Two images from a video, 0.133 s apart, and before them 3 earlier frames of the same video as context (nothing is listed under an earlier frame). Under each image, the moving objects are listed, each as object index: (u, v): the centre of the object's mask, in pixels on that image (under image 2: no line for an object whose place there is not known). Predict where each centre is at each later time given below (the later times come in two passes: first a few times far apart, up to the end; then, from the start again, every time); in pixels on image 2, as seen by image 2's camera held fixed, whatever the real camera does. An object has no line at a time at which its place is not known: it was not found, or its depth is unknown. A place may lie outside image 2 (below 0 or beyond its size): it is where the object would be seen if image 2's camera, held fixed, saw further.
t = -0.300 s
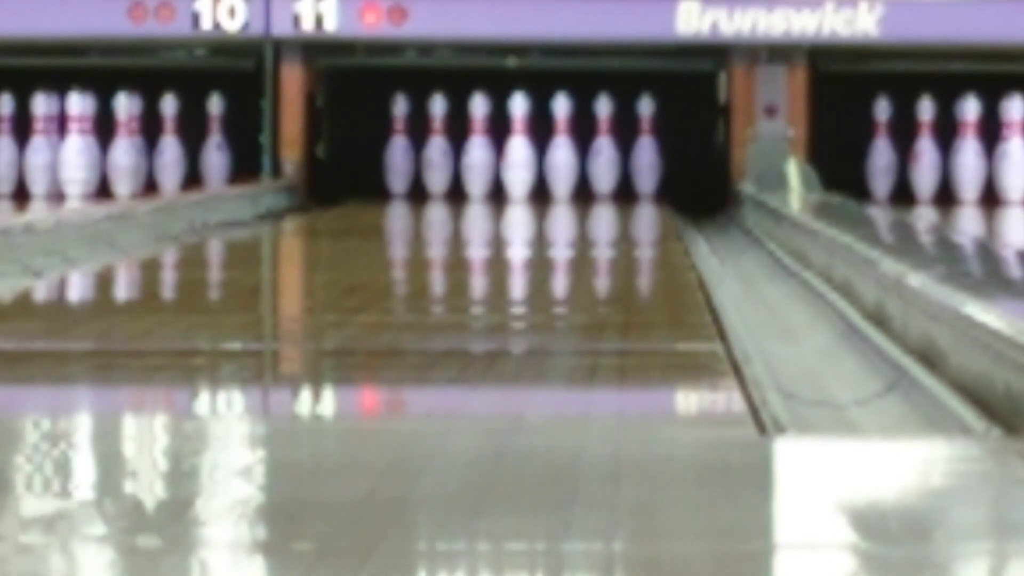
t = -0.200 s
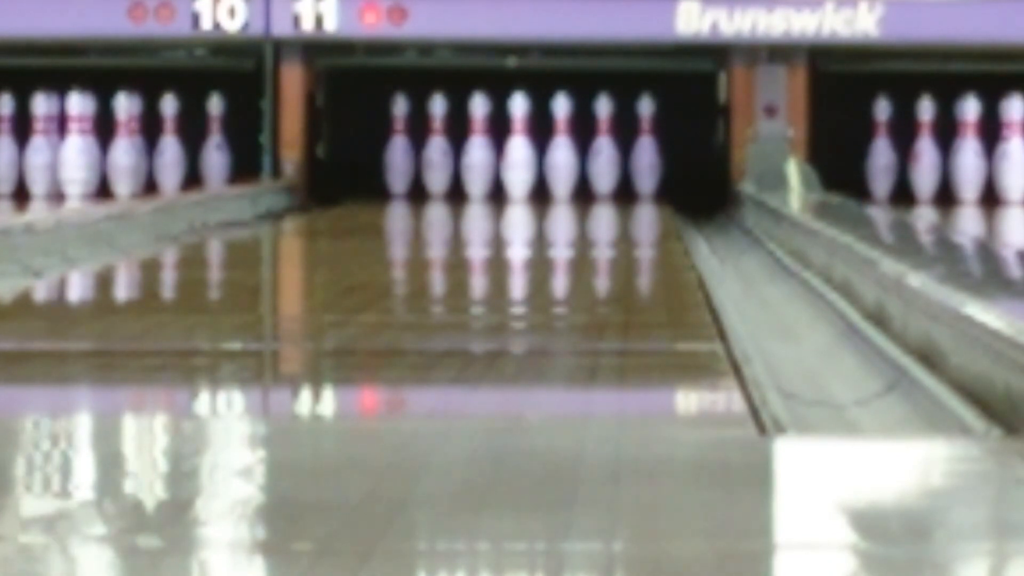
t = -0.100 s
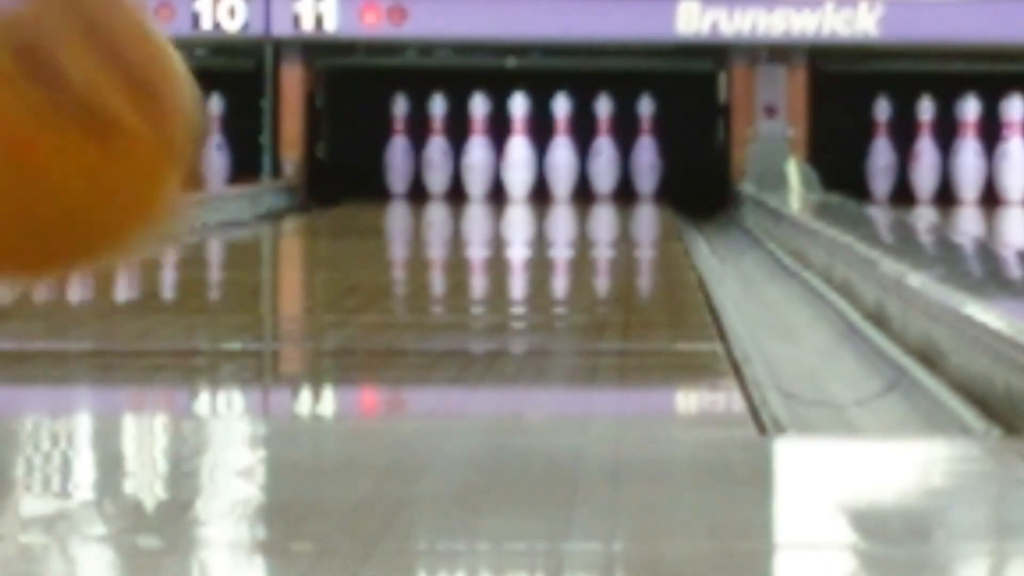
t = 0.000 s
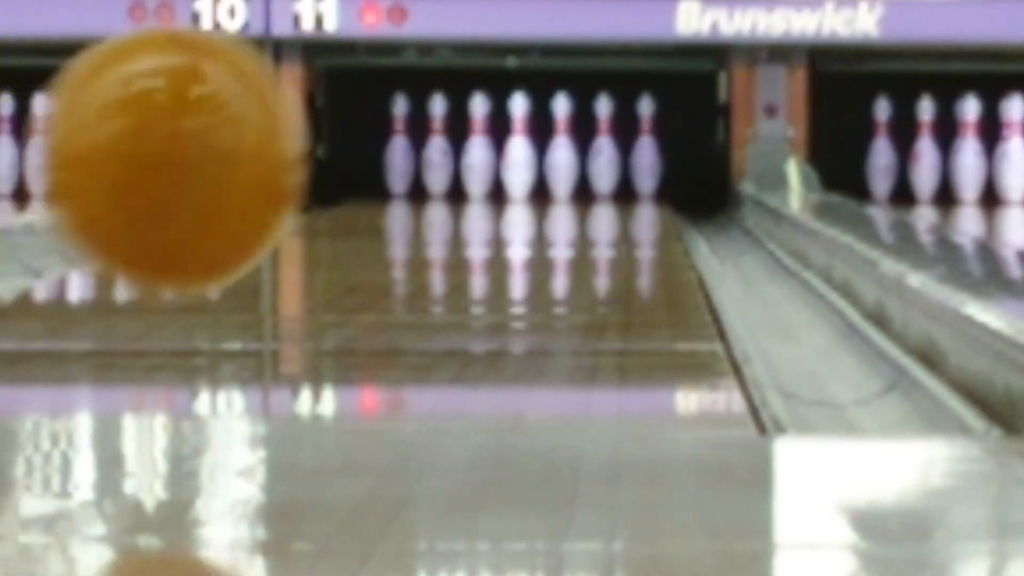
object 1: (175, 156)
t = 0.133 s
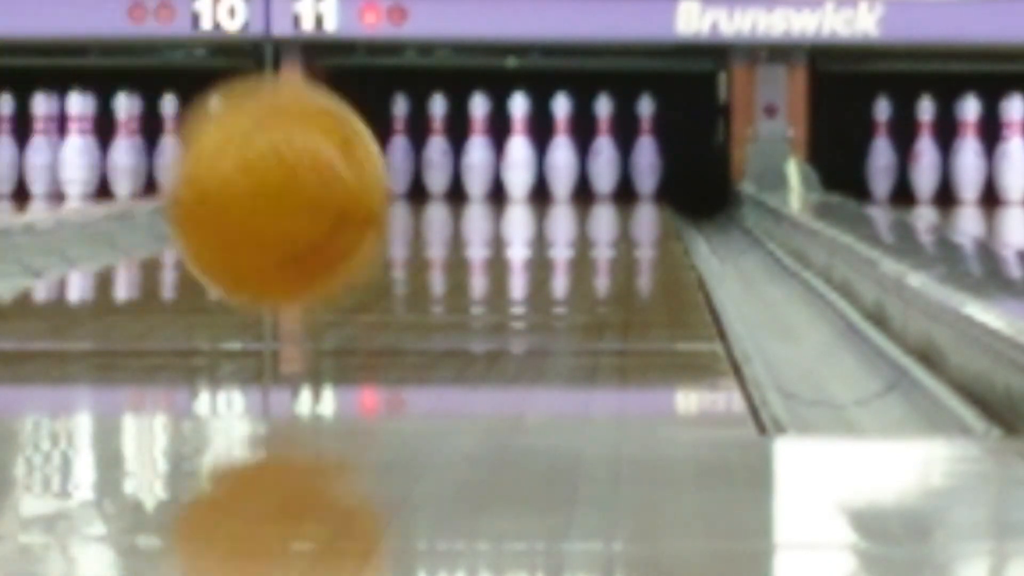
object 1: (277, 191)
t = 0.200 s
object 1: (319, 250)
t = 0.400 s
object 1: (409, 234)
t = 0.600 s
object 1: (474, 217)
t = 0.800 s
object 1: (517, 206)
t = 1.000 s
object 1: (549, 197)
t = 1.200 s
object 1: (573, 190)
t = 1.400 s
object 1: (590, 186)
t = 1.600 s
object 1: (603, 181)
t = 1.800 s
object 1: (606, 177)
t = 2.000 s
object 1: (598, 174)
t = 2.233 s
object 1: (569, 171)
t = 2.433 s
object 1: (538, 170)
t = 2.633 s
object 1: (519, 170)
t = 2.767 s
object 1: (501, 171)
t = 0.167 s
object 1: (299, 228)
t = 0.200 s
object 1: (319, 250)
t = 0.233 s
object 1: (335, 235)
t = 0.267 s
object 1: (354, 230)
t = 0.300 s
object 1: (370, 233)
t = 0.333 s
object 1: (384, 239)
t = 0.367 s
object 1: (396, 236)
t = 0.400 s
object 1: (409, 234)
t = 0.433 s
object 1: (424, 229)
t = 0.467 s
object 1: (434, 228)
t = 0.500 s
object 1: (445, 225)
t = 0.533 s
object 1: (456, 221)
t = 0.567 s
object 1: (466, 220)
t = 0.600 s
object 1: (474, 217)
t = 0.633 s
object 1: (482, 215)
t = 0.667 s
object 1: (490, 213)
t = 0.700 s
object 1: (497, 211)
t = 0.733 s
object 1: (504, 209)
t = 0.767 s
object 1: (511, 207)
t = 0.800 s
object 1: (517, 206)
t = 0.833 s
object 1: (524, 204)
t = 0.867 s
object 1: (530, 202)
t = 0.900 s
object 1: (536, 201)
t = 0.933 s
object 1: (541, 199)
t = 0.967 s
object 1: (545, 198)
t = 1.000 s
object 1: (549, 197)
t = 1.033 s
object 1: (554, 196)
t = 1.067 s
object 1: (558, 195)
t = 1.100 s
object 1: (563, 194)
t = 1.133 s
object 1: (566, 191)
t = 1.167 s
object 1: (570, 190)
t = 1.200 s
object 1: (573, 190)
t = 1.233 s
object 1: (576, 189)
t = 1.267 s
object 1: (579, 188)
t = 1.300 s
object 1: (582, 188)
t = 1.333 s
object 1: (585, 187)
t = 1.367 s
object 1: (587, 186)
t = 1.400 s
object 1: (590, 186)
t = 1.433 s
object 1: (592, 185)
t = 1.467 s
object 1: (595, 184)
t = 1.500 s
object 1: (597, 183)
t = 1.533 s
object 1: (598, 183)
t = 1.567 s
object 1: (600, 182)
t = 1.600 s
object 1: (603, 181)
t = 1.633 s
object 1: (604, 180)
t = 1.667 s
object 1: (605, 179)
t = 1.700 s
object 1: (606, 179)
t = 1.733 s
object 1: (606, 178)
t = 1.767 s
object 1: (606, 178)
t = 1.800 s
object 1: (606, 177)
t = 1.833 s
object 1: (606, 177)
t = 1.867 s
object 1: (605, 176)
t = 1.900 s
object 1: (603, 176)
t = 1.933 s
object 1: (602, 175)
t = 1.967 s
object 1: (600, 174)
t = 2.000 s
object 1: (598, 174)
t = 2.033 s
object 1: (595, 173)
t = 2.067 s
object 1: (593, 173)
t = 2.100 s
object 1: (589, 172)
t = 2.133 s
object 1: (585, 172)
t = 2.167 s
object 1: (580, 172)
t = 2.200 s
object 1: (574, 171)
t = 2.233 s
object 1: (569, 171)
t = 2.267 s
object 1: (565, 172)
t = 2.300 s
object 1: (560, 172)
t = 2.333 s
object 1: (555, 172)
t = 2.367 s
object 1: (550, 172)
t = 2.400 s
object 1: (544, 172)
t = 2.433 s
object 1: (538, 170)
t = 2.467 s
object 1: (534, 170)
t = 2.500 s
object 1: (532, 170)
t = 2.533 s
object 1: (531, 171)
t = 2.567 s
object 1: (528, 171)
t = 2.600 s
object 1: (523, 171)
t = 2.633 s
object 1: (519, 170)
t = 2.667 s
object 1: (515, 169)
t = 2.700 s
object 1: (509, 168)
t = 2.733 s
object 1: (505, 170)
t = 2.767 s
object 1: (501, 171)
